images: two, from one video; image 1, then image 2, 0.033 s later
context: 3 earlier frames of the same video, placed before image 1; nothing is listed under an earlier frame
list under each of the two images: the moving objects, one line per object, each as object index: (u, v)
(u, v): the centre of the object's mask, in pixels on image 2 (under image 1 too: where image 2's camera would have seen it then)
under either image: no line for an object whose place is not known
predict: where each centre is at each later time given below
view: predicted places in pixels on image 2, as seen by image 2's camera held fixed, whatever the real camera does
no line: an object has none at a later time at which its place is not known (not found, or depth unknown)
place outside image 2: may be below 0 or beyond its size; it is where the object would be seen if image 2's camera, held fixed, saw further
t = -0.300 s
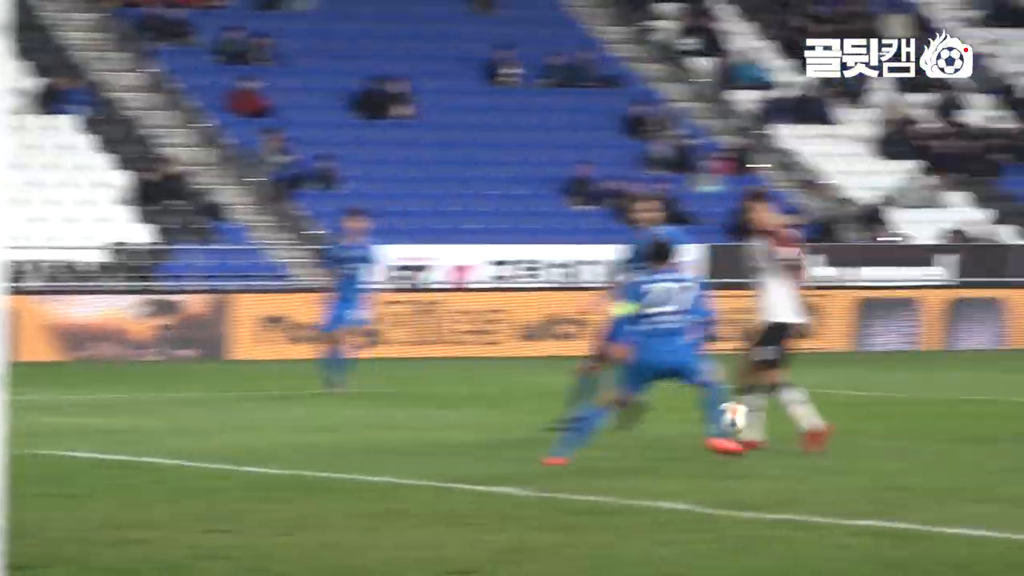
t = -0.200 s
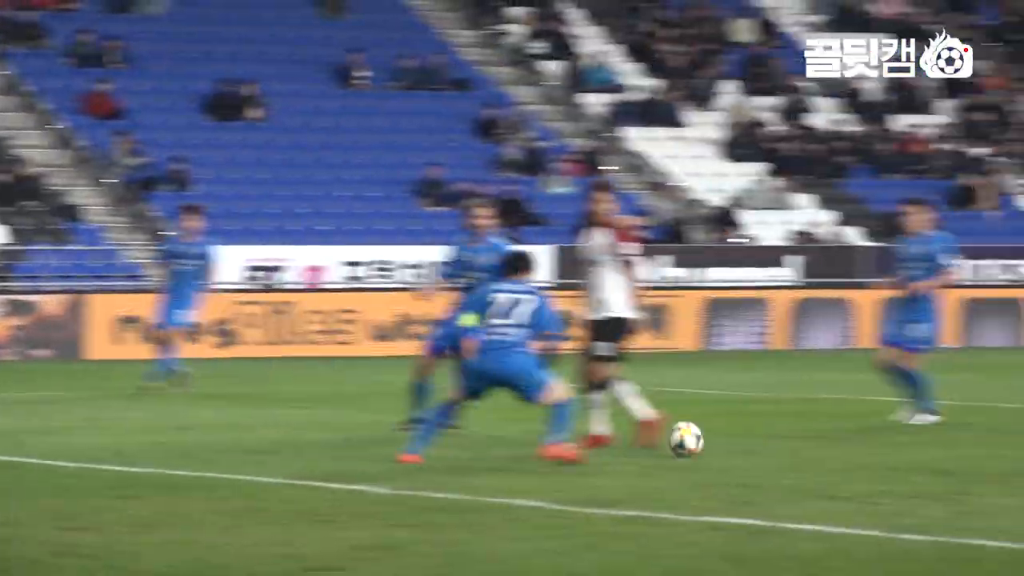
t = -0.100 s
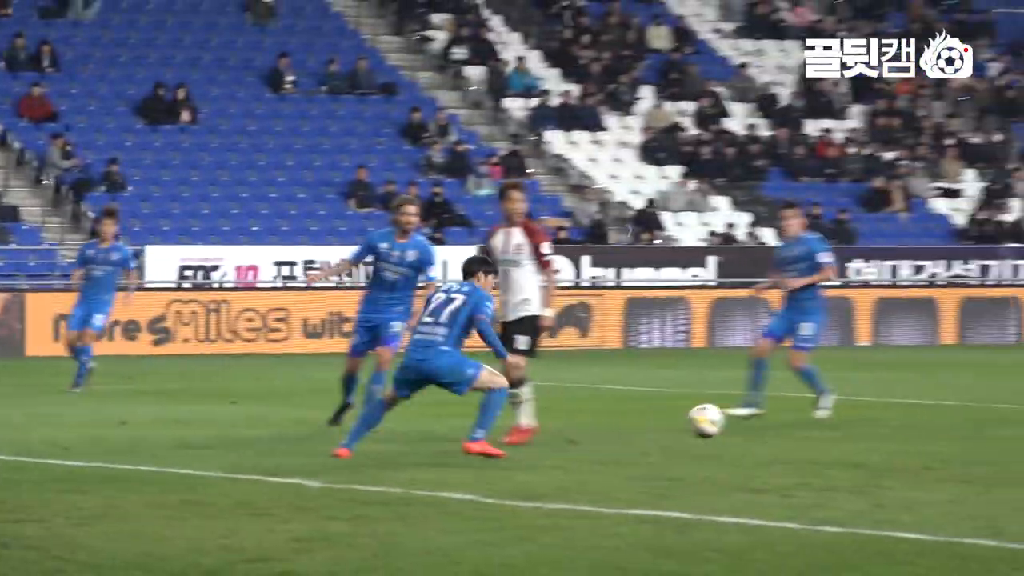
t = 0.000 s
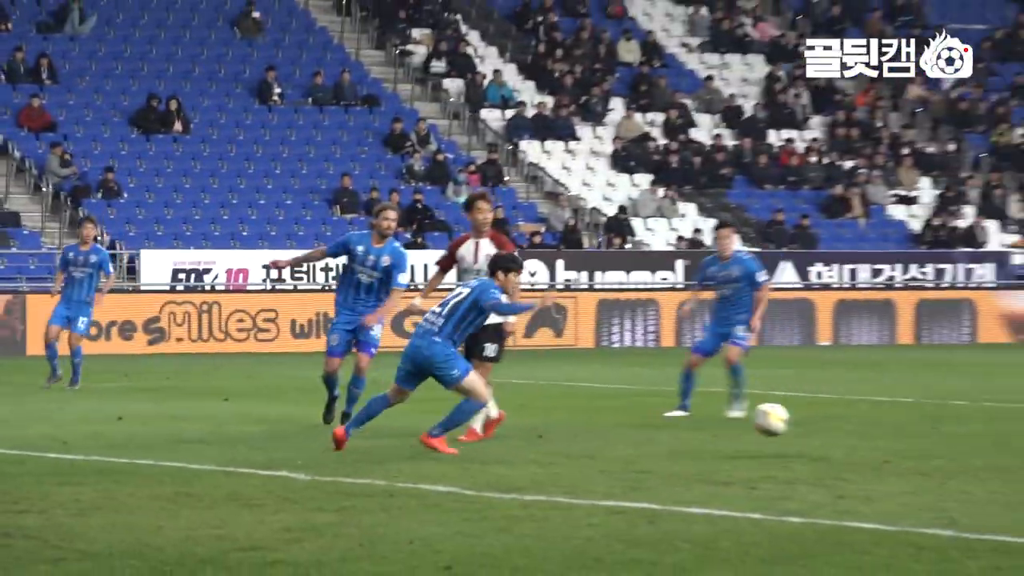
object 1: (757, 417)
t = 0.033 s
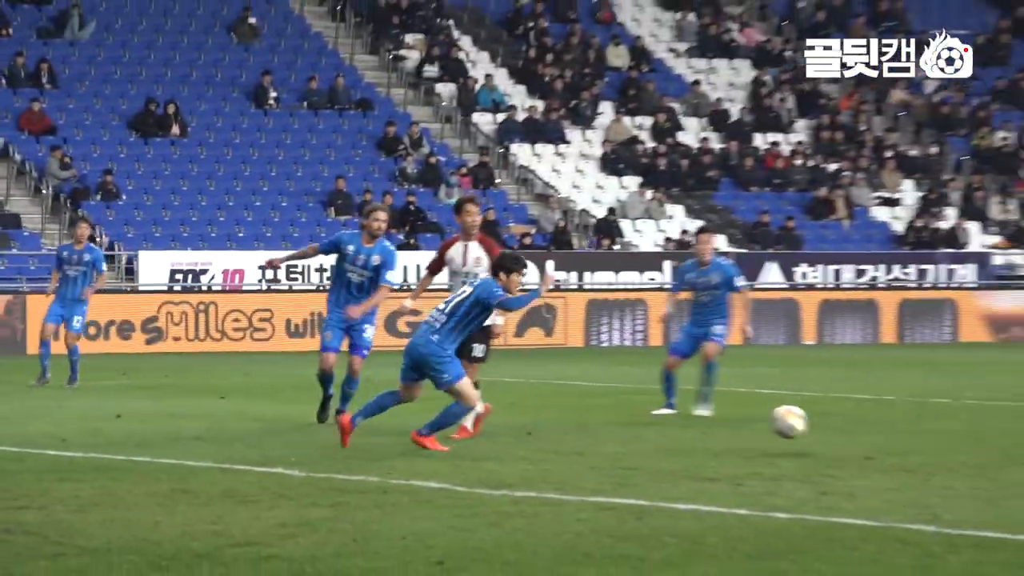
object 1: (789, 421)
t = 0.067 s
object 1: (822, 428)
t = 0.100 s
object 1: (855, 436)
